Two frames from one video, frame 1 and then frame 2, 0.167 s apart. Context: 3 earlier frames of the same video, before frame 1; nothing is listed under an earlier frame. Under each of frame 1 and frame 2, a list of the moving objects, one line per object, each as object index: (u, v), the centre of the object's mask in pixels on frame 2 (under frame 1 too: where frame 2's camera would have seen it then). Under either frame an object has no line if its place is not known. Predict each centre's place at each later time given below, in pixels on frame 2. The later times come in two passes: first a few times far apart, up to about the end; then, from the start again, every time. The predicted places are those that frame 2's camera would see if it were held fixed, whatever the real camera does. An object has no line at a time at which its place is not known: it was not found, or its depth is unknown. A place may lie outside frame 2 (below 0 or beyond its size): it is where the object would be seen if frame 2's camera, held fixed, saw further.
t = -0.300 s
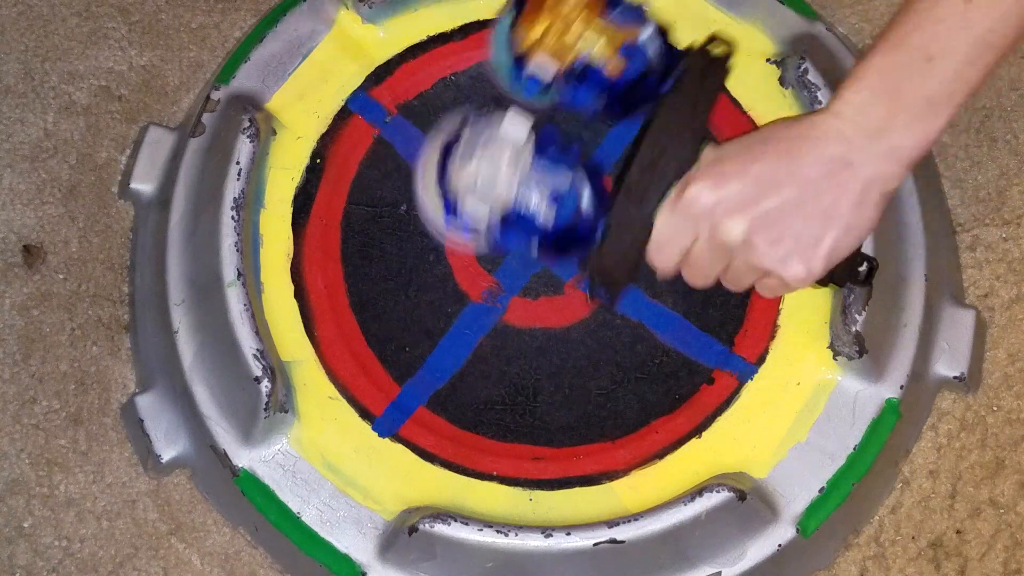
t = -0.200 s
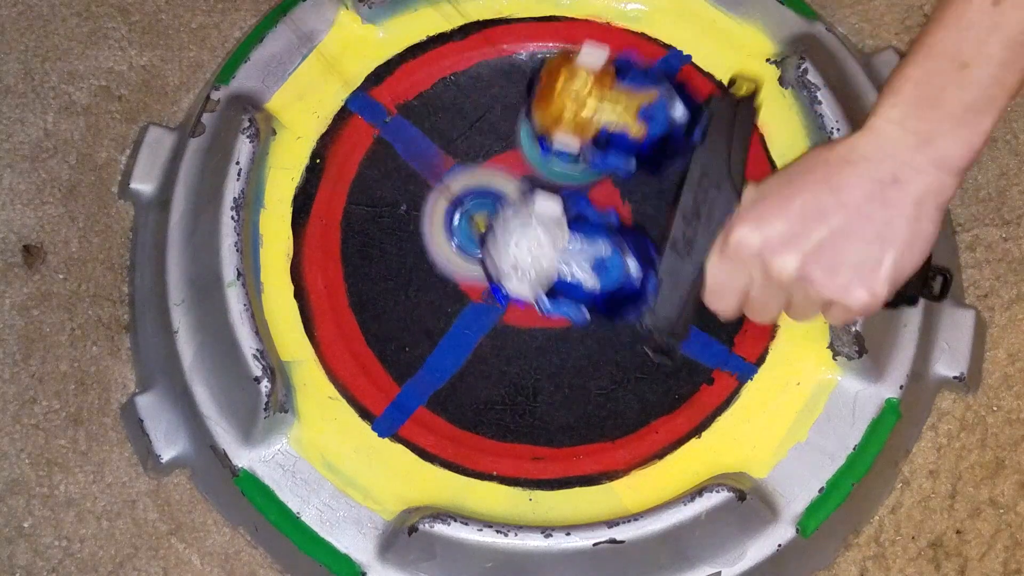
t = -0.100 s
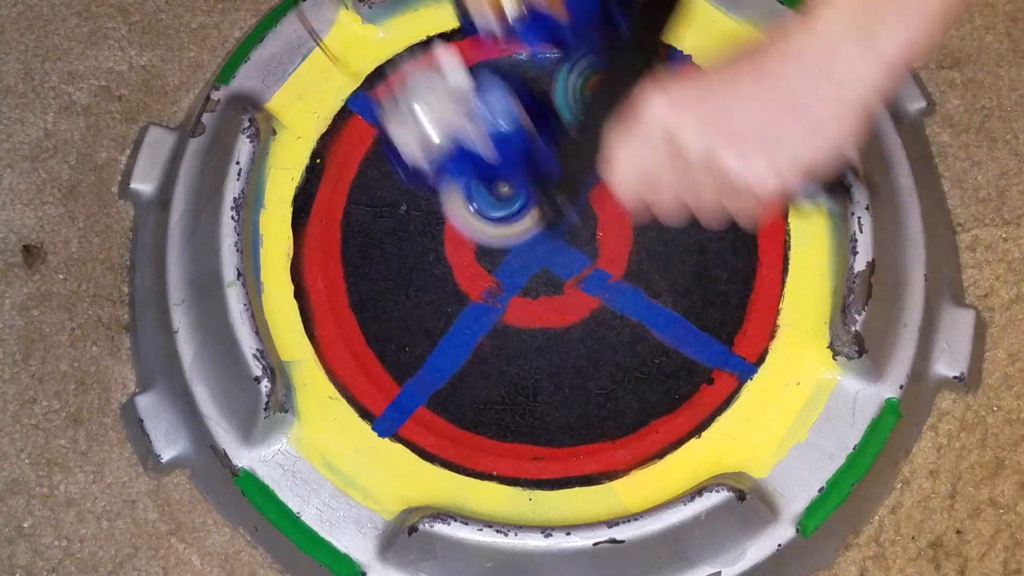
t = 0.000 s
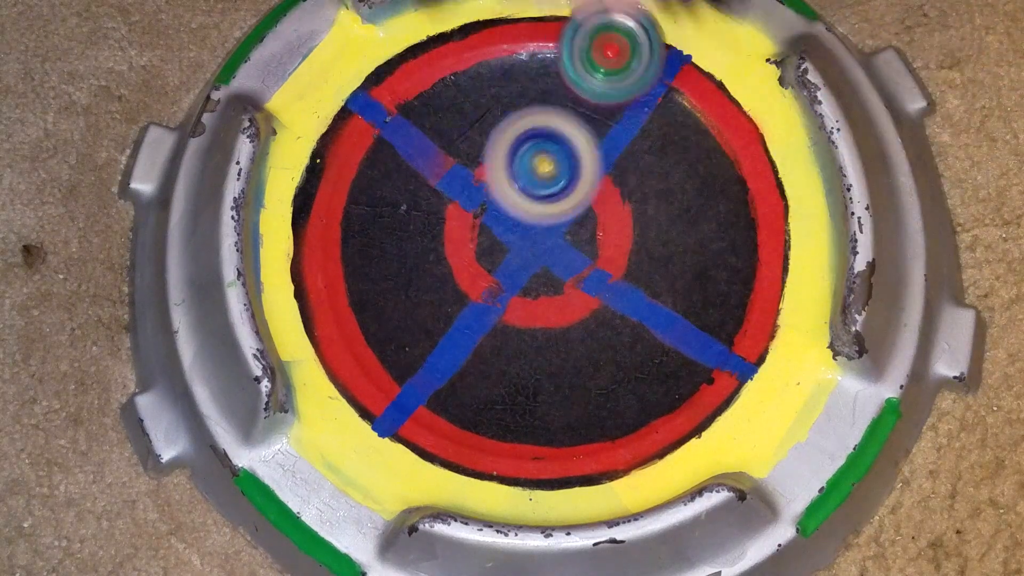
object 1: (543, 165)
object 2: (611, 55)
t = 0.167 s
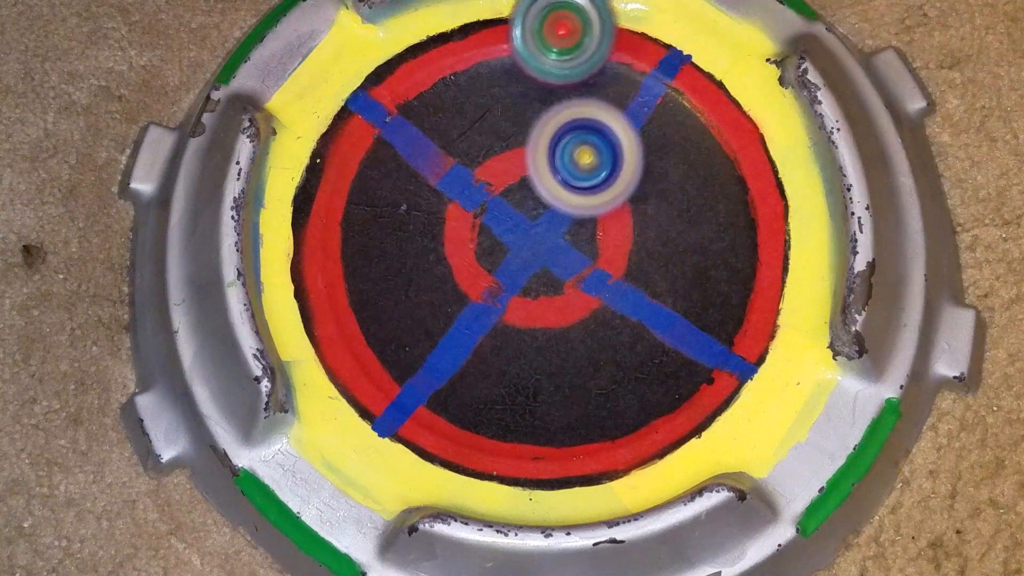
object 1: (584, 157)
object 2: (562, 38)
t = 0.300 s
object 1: (605, 129)
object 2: (496, 76)
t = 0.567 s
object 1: (548, 39)
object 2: (541, 232)
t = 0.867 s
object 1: (528, 41)
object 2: (736, 226)
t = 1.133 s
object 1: (539, 174)
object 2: (657, 135)
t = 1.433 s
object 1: (577, 322)
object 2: (630, 206)
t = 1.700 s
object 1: (724, 318)
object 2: (621, 242)
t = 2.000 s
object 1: (674, 159)
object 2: (557, 274)
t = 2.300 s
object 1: (542, 238)
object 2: (544, 361)
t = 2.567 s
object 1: (590, 270)
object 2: (588, 402)
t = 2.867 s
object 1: (581, 222)
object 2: (582, 338)
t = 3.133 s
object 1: (501, 231)
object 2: (517, 346)
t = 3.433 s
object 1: (540, 248)
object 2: (496, 373)
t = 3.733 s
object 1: (540, 225)
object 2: (463, 326)
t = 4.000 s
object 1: (520, 236)
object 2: (413, 294)
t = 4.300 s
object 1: (520, 233)
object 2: (401, 253)
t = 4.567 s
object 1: (536, 237)
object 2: (415, 207)
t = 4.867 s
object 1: (548, 217)
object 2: (440, 154)
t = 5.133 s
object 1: (545, 239)
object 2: (473, 142)
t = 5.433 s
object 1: (552, 238)
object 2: (529, 122)
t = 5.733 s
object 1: (557, 245)
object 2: (586, 130)
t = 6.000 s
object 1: (552, 254)
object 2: (624, 159)
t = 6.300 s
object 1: (557, 295)
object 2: (641, 206)
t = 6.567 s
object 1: (554, 338)
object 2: (643, 255)
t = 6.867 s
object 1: (536, 351)
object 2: (628, 273)
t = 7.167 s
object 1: (506, 349)
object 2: (594, 247)
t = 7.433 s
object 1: (483, 337)
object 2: (528, 223)
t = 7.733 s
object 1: (473, 326)
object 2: (457, 208)
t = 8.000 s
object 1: (471, 301)
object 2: (438, 187)
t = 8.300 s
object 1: (479, 272)
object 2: (450, 158)
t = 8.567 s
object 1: (484, 254)
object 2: (494, 138)
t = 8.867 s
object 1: (510, 243)
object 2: (566, 140)
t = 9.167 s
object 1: (526, 238)
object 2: (631, 178)
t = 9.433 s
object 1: (534, 237)
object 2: (659, 237)
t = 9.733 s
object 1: (535, 236)
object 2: (629, 305)
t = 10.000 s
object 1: (536, 233)
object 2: (560, 344)
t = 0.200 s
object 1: (590, 153)
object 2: (550, 40)
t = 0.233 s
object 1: (595, 147)
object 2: (533, 46)
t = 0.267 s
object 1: (601, 139)
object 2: (513, 58)
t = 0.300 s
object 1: (605, 129)
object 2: (496, 76)
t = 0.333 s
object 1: (608, 118)
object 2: (485, 94)
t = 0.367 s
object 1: (610, 104)
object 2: (479, 112)
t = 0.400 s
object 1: (610, 87)
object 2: (479, 133)
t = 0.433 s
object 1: (606, 69)
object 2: (483, 154)
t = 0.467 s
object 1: (597, 53)
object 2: (493, 174)
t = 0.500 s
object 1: (583, 46)
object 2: (504, 194)
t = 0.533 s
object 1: (565, 42)
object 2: (521, 214)
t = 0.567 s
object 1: (548, 39)
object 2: (541, 232)
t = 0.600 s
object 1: (534, 37)
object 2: (562, 245)
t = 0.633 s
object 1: (524, 35)
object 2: (586, 255)
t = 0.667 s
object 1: (516, 32)
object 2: (610, 260)
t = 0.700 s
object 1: (512, 31)
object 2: (635, 261)
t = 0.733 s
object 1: (509, 33)
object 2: (661, 258)
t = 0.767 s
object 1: (509, 35)
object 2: (684, 252)
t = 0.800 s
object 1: (512, 36)
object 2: (704, 245)
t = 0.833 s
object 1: (519, 38)
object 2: (721, 236)
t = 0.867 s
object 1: (528, 41)
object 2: (736, 226)
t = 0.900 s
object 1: (534, 48)
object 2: (748, 213)
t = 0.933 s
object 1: (536, 62)
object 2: (749, 199)
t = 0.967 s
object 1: (535, 82)
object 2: (741, 183)
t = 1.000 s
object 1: (533, 102)
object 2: (726, 166)
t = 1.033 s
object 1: (532, 121)
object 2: (709, 151)
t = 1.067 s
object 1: (533, 139)
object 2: (689, 140)
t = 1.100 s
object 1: (537, 156)
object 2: (669, 136)
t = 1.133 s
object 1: (539, 174)
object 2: (657, 135)
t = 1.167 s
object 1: (527, 192)
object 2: (658, 136)
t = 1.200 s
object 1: (520, 212)
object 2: (656, 139)
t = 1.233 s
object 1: (517, 231)
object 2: (652, 144)
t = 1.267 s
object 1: (518, 247)
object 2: (646, 152)
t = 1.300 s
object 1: (523, 264)
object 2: (641, 163)
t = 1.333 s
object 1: (533, 280)
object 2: (636, 175)
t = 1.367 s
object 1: (547, 293)
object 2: (630, 188)
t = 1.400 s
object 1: (564, 304)
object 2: (626, 201)
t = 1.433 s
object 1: (577, 322)
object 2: (630, 206)
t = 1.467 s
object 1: (590, 339)
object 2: (634, 209)
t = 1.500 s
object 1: (608, 352)
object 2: (635, 213)
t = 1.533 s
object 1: (629, 357)
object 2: (634, 219)
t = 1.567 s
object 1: (652, 355)
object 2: (632, 226)
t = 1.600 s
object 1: (673, 349)
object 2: (631, 236)
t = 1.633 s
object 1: (693, 341)
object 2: (630, 242)
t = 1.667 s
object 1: (711, 333)
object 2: (625, 242)
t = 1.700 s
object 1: (724, 318)
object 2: (621, 242)
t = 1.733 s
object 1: (728, 299)
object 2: (617, 242)
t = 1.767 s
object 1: (728, 279)
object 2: (610, 244)
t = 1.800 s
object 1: (728, 258)
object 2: (603, 246)
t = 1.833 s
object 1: (727, 238)
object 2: (596, 247)
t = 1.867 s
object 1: (723, 219)
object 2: (589, 251)
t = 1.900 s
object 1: (715, 201)
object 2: (582, 256)
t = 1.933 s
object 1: (704, 185)
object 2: (573, 262)
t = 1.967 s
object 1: (690, 170)
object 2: (564, 268)
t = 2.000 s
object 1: (674, 159)
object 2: (557, 274)
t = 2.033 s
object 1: (654, 152)
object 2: (550, 280)
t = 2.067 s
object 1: (635, 150)
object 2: (543, 289)
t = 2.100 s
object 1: (615, 154)
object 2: (539, 299)
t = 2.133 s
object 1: (595, 162)
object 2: (536, 311)
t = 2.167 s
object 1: (579, 174)
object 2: (535, 323)
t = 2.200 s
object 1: (566, 188)
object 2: (537, 335)
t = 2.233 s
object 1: (554, 205)
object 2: (540, 345)
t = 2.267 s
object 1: (547, 223)
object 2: (542, 354)
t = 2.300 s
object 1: (542, 238)
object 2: (544, 361)
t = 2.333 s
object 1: (541, 252)
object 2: (548, 368)
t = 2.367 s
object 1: (543, 262)
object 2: (551, 375)
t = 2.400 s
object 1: (549, 267)
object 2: (556, 386)
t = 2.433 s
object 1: (557, 269)
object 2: (562, 393)
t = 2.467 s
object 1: (566, 269)
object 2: (569, 398)
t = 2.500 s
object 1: (573, 271)
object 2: (575, 401)
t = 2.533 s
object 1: (581, 271)
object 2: (582, 403)
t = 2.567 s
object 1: (590, 270)
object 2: (588, 402)
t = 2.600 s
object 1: (598, 267)
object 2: (595, 399)
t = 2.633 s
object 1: (605, 261)
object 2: (600, 394)
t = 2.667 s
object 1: (606, 253)
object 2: (604, 387)
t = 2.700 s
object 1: (604, 244)
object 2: (606, 379)
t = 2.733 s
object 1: (600, 236)
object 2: (604, 369)
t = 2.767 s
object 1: (597, 230)
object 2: (602, 359)
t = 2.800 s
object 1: (593, 226)
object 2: (597, 348)
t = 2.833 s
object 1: (587, 226)
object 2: (590, 339)
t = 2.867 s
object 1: (581, 222)
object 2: (582, 338)
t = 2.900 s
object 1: (573, 221)
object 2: (575, 335)
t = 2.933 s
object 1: (561, 220)
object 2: (567, 335)
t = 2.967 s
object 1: (549, 218)
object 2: (559, 336)
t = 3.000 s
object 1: (536, 219)
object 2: (552, 334)
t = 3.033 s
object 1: (525, 222)
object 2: (543, 334)
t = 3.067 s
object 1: (516, 223)
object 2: (535, 338)
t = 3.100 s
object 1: (508, 228)
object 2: (526, 339)
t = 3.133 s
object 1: (501, 231)
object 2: (517, 346)
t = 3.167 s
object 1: (497, 234)
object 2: (510, 353)
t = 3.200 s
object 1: (495, 242)
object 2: (505, 356)
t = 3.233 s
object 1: (496, 245)
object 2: (499, 365)
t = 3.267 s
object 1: (500, 244)
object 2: (495, 373)
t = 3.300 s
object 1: (509, 246)
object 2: (493, 379)
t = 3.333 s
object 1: (519, 248)
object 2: (492, 381)
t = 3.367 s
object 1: (527, 247)
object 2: (494, 381)
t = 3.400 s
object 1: (535, 247)
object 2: (497, 378)
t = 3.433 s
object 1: (540, 248)
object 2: (496, 373)
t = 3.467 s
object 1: (543, 247)
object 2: (495, 368)
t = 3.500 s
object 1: (543, 247)
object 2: (494, 361)
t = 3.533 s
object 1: (543, 247)
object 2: (493, 353)
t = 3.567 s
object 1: (542, 246)
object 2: (490, 345)
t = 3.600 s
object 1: (545, 242)
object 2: (482, 343)
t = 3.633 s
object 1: (547, 236)
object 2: (476, 340)
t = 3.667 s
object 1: (548, 229)
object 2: (472, 335)
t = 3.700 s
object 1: (546, 226)
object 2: (468, 331)
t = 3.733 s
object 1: (540, 225)
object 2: (463, 326)
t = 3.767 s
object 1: (532, 223)
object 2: (458, 321)
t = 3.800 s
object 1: (526, 224)
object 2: (452, 316)
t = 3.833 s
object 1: (521, 226)
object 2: (445, 310)
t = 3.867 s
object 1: (521, 228)
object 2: (435, 309)
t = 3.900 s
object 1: (521, 230)
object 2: (427, 307)
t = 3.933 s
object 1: (521, 232)
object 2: (423, 304)
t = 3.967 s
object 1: (521, 234)
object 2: (418, 299)
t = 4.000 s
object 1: (520, 236)
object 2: (413, 294)
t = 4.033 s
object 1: (520, 237)
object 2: (409, 288)
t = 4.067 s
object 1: (519, 238)
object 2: (405, 282)
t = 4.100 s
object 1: (518, 238)
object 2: (400, 277)
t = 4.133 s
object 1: (517, 237)
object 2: (397, 273)
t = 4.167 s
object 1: (518, 236)
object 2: (396, 270)
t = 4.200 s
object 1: (518, 235)
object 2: (396, 266)
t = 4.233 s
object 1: (519, 234)
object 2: (397, 262)
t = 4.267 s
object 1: (520, 233)
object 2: (398, 257)
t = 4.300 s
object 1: (520, 233)
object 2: (401, 253)
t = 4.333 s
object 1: (521, 233)
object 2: (402, 248)
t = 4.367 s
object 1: (524, 234)
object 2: (401, 243)
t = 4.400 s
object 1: (527, 235)
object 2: (402, 238)
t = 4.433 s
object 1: (529, 236)
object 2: (404, 232)
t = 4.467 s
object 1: (530, 237)
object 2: (408, 226)
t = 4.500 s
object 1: (532, 237)
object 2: (411, 220)
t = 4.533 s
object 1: (535, 237)
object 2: (413, 214)
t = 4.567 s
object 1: (536, 237)
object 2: (415, 207)
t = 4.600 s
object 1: (536, 235)
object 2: (419, 200)
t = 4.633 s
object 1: (536, 235)
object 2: (421, 193)
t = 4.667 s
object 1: (539, 235)
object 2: (423, 185)
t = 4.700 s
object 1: (543, 231)
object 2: (426, 179)
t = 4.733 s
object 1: (548, 225)
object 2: (428, 175)
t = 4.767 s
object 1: (550, 220)
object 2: (431, 170)
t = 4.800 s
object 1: (550, 218)
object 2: (435, 165)
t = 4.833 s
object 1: (549, 217)
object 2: (437, 159)
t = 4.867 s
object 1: (548, 217)
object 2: (440, 154)
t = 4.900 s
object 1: (547, 217)
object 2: (443, 151)
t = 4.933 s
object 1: (545, 219)
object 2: (446, 150)
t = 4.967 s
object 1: (544, 222)
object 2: (449, 147)
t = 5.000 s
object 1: (542, 226)
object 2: (454, 145)
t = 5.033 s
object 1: (542, 230)
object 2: (458, 143)
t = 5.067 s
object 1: (542, 234)
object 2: (463, 144)
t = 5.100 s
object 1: (544, 236)
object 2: (467, 144)
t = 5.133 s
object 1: (545, 239)
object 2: (473, 142)
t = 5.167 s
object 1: (546, 241)
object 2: (479, 140)
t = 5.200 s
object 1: (547, 241)
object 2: (486, 137)
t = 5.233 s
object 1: (548, 240)
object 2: (493, 134)
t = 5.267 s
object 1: (548, 240)
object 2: (501, 131)
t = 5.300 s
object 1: (549, 239)
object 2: (509, 129)
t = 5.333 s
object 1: (549, 239)
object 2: (516, 126)
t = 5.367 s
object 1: (550, 238)
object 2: (521, 123)
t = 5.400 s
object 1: (551, 237)
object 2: (524, 123)
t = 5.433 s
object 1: (552, 238)
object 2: (529, 122)
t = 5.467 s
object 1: (552, 239)
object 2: (534, 122)
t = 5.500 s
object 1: (553, 239)
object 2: (541, 122)
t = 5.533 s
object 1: (553, 240)
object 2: (547, 122)
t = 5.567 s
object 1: (554, 240)
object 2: (554, 121)
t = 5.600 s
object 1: (554, 241)
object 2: (560, 122)
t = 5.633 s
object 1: (555, 242)
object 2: (567, 124)
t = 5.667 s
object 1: (556, 242)
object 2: (574, 126)
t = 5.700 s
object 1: (557, 244)
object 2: (580, 128)
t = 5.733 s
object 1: (557, 245)
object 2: (586, 130)
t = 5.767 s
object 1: (557, 246)
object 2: (592, 133)
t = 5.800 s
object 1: (557, 246)
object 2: (598, 135)
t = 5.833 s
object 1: (557, 248)
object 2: (604, 137)
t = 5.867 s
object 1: (557, 250)
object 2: (609, 142)
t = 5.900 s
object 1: (555, 250)
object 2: (613, 147)
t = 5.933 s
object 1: (553, 252)
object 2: (619, 150)
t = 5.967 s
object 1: (552, 253)
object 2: (622, 154)
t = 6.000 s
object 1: (552, 254)
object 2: (624, 159)
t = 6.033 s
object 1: (550, 256)
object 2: (626, 163)
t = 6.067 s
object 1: (549, 258)
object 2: (629, 167)
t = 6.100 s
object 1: (549, 261)
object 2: (631, 172)
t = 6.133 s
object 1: (551, 264)
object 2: (634, 177)
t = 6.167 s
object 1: (554, 269)
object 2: (637, 182)
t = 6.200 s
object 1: (556, 276)
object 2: (640, 188)
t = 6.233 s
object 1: (557, 285)
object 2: (641, 193)
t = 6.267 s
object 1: (556, 291)
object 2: (642, 199)
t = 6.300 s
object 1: (557, 295)
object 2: (641, 206)
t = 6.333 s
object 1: (556, 299)
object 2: (641, 213)
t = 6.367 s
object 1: (554, 306)
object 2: (643, 219)
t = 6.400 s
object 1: (555, 313)
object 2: (643, 226)
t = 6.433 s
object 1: (557, 321)
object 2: (643, 233)
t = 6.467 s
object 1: (558, 327)
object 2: (642, 240)
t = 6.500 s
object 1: (557, 332)
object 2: (643, 246)
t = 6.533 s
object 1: (556, 335)
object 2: (643, 250)
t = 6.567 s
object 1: (554, 338)
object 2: (643, 255)
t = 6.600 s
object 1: (552, 340)
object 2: (642, 259)
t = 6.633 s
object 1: (549, 342)
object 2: (641, 262)
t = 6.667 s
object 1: (546, 344)
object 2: (640, 265)
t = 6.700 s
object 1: (543, 345)
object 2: (637, 267)
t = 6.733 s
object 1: (541, 346)
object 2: (636, 269)
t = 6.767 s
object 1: (539, 347)
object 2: (635, 271)
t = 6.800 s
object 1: (537, 348)
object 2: (632, 271)
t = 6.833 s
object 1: (536, 351)
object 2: (629, 272)
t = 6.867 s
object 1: (536, 351)
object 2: (628, 273)
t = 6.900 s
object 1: (532, 352)
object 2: (632, 267)
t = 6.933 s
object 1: (526, 353)
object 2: (630, 261)
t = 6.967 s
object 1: (523, 352)
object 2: (626, 257)
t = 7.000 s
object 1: (521, 353)
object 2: (621, 255)
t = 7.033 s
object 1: (516, 353)
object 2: (615, 253)
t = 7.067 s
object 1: (513, 352)
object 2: (610, 251)
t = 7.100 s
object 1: (510, 351)
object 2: (606, 251)
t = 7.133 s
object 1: (508, 350)
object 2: (601, 249)
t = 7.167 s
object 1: (506, 349)
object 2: (594, 247)
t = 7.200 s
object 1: (503, 347)
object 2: (587, 246)
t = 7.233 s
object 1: (501, 345)
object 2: (580, 244)
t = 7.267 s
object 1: (499, 342)
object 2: (569, 241)
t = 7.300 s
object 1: (497, 340)
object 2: (559, 239)
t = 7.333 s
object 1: (494, 339)
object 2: (550, 237)
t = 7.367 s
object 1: (492, 337)
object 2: (541, 235)
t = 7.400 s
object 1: (488, 336)
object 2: (533, 230)
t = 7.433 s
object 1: (483, 337)
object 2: (528, 223)
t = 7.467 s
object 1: (479, 336)
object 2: (519, 218)
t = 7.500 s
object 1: (477, 335)
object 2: (509, 215)
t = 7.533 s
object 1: (476, 333)
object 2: (498, 212)
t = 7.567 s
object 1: (475, 331)
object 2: (488, 212)
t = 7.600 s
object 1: (473, 329)
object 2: (480, 212)
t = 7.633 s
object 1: (473, 327)
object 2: (474, 213)
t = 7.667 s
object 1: (473, 326)
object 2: (467, 214)
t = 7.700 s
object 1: (473, 327)
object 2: (462, 210)
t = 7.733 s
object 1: (473, 326)
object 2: (457, 208)
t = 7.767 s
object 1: (473, 325)
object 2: (451, 206)
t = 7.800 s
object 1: (473, 322)
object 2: (446, 203)
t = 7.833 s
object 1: (473, 319)
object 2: (441, 201)
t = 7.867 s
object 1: (473, 316)
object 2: (439, 201)
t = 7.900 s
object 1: (473, 311)
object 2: (438, 201)
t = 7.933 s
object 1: (472, 309)
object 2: (439, 197)
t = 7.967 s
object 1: (471, 305)
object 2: (439, 192)
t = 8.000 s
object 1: (471, 301)
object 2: (438, 187)
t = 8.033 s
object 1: (471, 296)
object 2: (436, 183)
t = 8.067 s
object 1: (471, 292)
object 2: (435, 180)
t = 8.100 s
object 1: (471, 288)
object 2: (435, 176)
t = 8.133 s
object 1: (472, 286)
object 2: (435, 174)
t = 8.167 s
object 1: (473, 283)
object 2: (438, 171)
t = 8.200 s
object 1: (475, 280)
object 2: (440, 168)
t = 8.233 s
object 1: (477, 278)
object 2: (441, 164)
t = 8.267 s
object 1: (477, 274)
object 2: (444, 161)
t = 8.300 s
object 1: (479, 272)
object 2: (450, 158)
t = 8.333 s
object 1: (479, 269)
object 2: (454, 155)
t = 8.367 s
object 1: (479, 268)
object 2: (460, 152)
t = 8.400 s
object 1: (480, 265)
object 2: (463, 150)
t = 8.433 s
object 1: (482, 263)
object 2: (469, 148)
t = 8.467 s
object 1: (482, 261)
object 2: (474, 147)
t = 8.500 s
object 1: (480, 257)
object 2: (480, 143)
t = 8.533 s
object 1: (480, 255)
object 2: (486, 140)
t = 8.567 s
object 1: (484, 254)
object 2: (494, 138)
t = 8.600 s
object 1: (488, 253)
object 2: (500, 137)
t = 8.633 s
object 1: (491, 253)
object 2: (508, 137)
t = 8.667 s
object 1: (491, 252)
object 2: (515, 136)
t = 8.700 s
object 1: (492, 251)
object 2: (523, 136)
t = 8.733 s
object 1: (494, 249)
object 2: (531, 136)
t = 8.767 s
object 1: (498, 247)
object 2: (540, 136)
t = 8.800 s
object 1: (503, 245)
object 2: (548, 137)
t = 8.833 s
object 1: (508, 244)
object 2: (556, 138)
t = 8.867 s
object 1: (510, 243)
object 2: (566, 140)
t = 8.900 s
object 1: (512, 244)
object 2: (574, 142)
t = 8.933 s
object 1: (514, 244)
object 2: (581, 145)
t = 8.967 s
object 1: (516, 243)
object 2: (588, 149)
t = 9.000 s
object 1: (517, 242)
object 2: (595, 153)
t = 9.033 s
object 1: (521, 241)
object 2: (602, 157)
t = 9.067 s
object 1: (521, 240)
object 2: (610, 160)
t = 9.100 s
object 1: (523, 239)
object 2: (618, 166)
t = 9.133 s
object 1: (524, 238)
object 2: (624, 172)
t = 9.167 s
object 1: (526, 238)
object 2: (631, 178)
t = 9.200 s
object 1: (528, 238)
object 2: (637, 184)
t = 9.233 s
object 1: (529, 238)
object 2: (643, 192)
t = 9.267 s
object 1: (531, 237)
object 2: (647, 198)
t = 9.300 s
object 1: (533, 237)
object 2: (650, 206)
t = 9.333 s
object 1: (534, 237)
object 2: (653, 214)
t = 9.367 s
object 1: (534, 237)
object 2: (656, 221)
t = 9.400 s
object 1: (534, 237)
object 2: (659, 229)
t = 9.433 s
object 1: (534, 237)
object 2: (659, 237)
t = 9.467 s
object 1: (535, 237)
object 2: (659, 246)
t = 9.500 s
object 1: (536, 237)
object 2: (658, 254)
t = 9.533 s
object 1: (536, 237)
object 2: (656, 261)
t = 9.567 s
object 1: (537, 237)
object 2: (653, 268)
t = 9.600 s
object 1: (536, 236)
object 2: (651, 276)
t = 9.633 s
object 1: (536, 236)
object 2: (647, 283)
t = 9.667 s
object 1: (535, 236)
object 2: (642, 291)
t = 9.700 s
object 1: (535, 236)
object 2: (636, 298)
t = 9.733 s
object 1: (535, 236)
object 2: (629, 305)
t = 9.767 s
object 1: (535, 235)
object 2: (622, 311)
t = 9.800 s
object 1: (534, 235)
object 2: (615, 317)
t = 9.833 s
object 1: (535, 234)
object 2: (606, 323)
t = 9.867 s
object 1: (535, 234)
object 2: (598, 330)
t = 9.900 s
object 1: (536, 234)
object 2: (589, 334)
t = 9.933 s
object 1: (536, 234)
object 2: (579, 338)
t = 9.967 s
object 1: (536, 233)
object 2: (570, 341)
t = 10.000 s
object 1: (536, 233)
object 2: (560, 344)
